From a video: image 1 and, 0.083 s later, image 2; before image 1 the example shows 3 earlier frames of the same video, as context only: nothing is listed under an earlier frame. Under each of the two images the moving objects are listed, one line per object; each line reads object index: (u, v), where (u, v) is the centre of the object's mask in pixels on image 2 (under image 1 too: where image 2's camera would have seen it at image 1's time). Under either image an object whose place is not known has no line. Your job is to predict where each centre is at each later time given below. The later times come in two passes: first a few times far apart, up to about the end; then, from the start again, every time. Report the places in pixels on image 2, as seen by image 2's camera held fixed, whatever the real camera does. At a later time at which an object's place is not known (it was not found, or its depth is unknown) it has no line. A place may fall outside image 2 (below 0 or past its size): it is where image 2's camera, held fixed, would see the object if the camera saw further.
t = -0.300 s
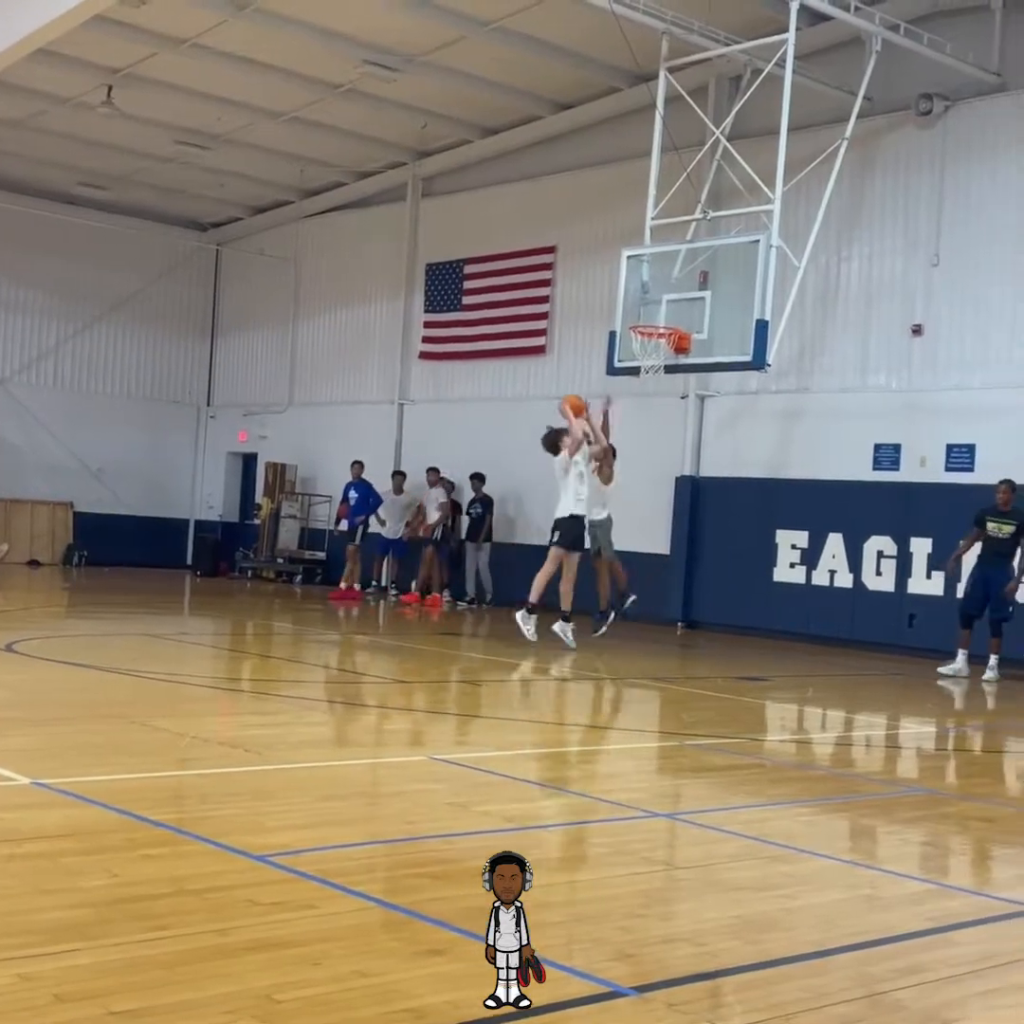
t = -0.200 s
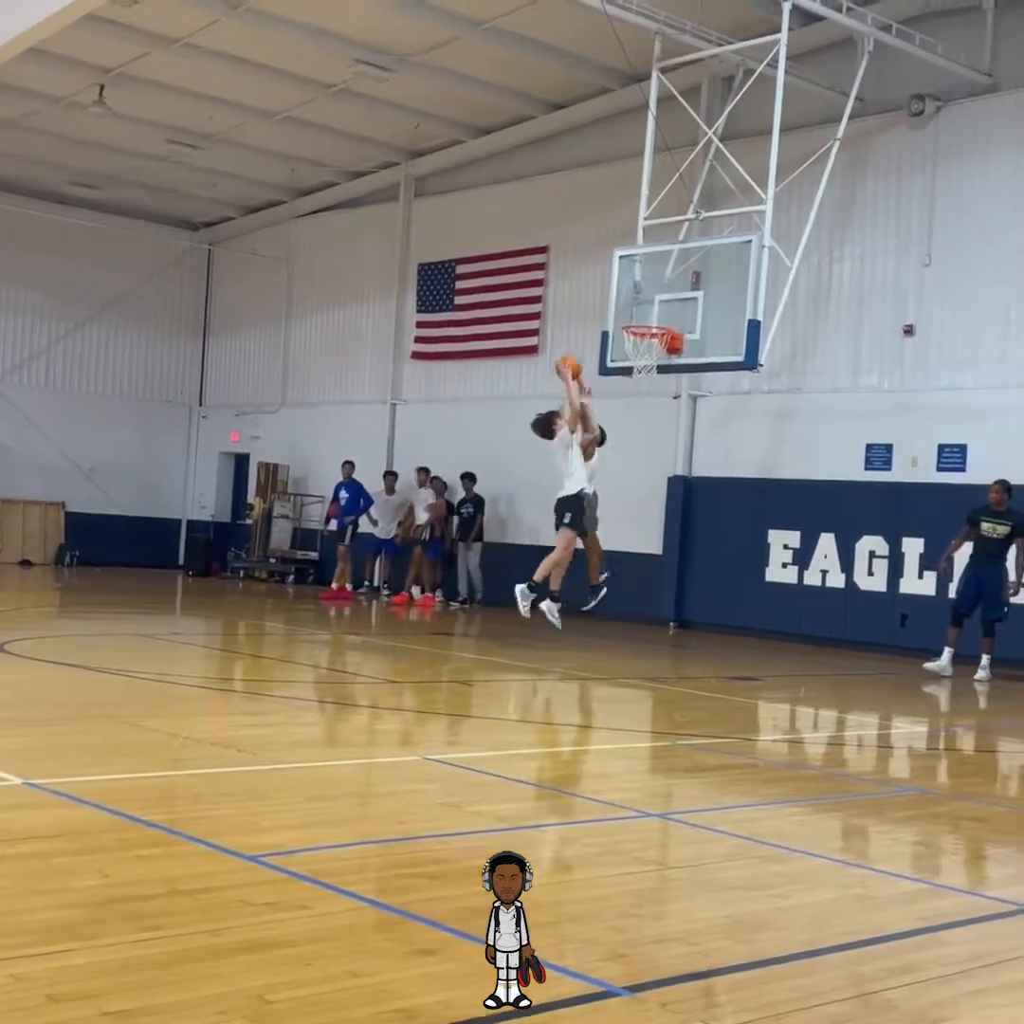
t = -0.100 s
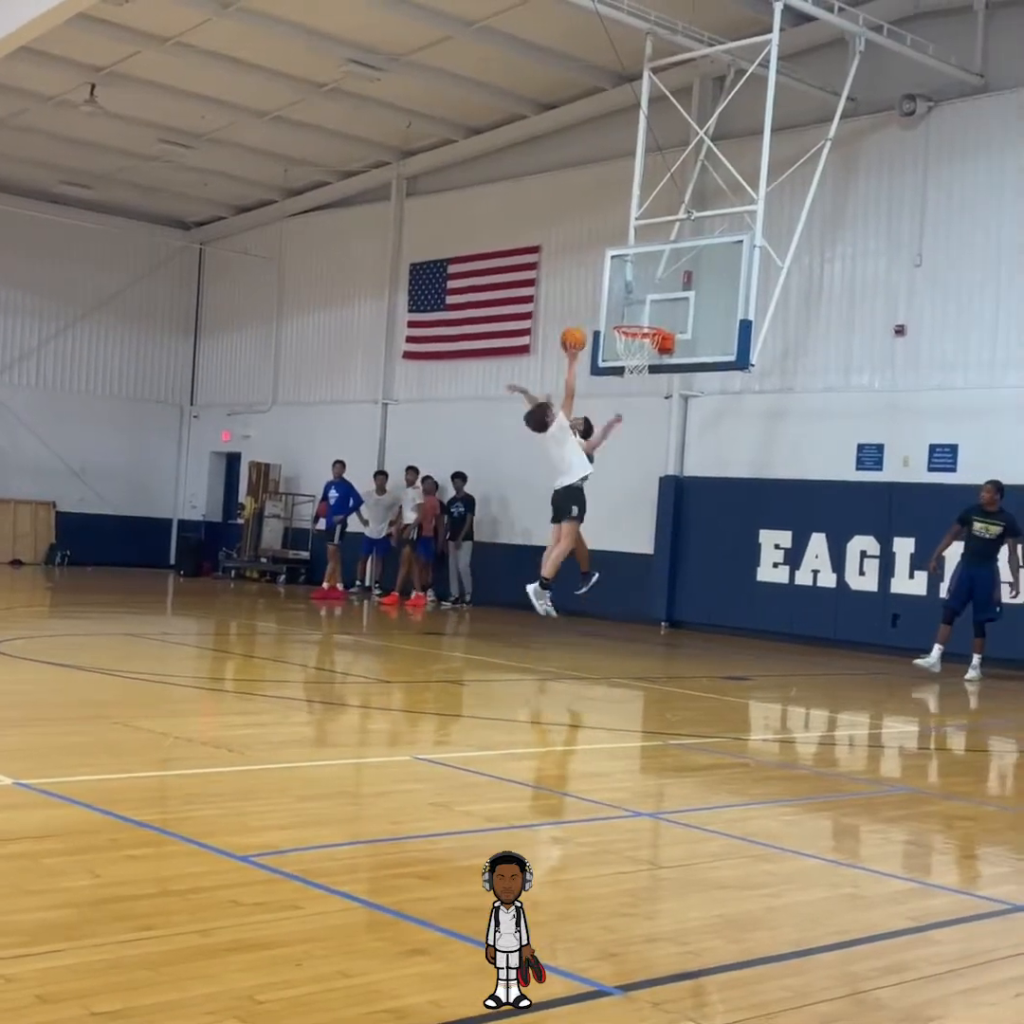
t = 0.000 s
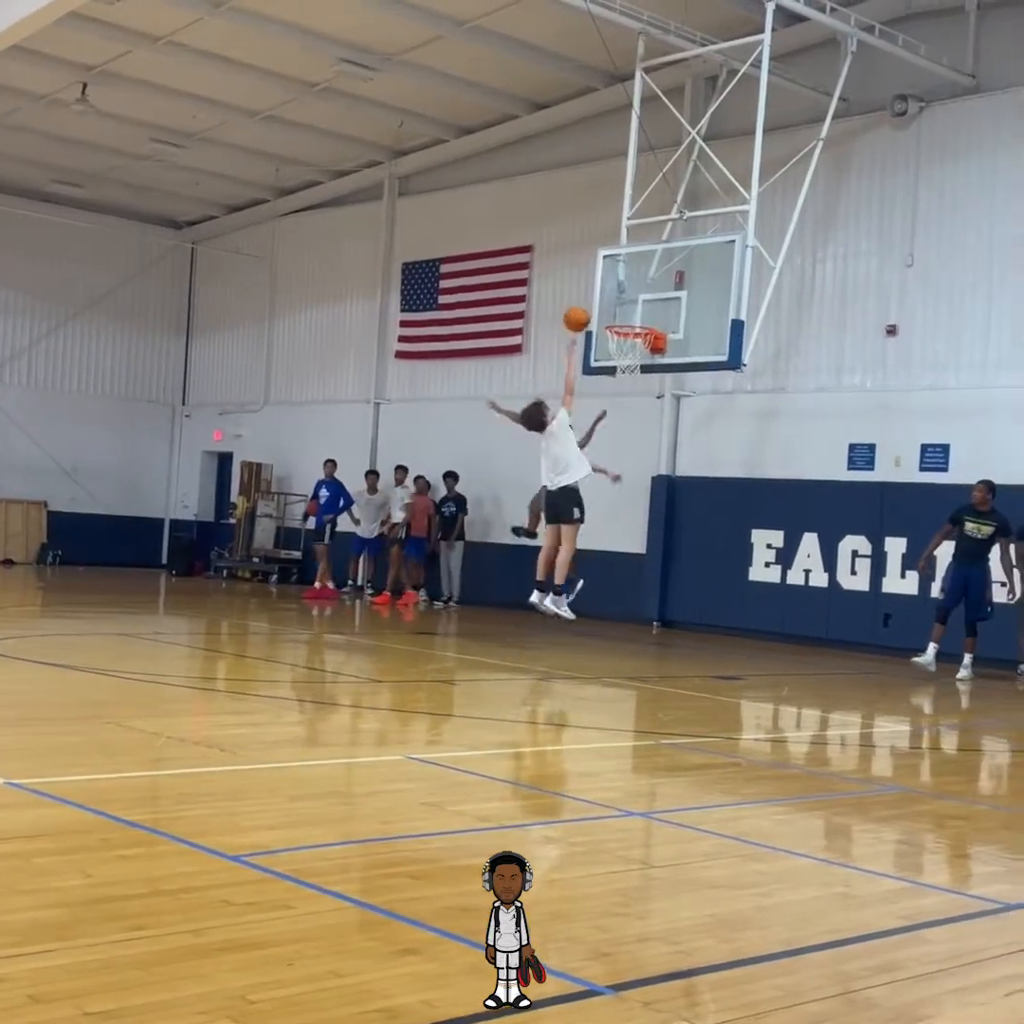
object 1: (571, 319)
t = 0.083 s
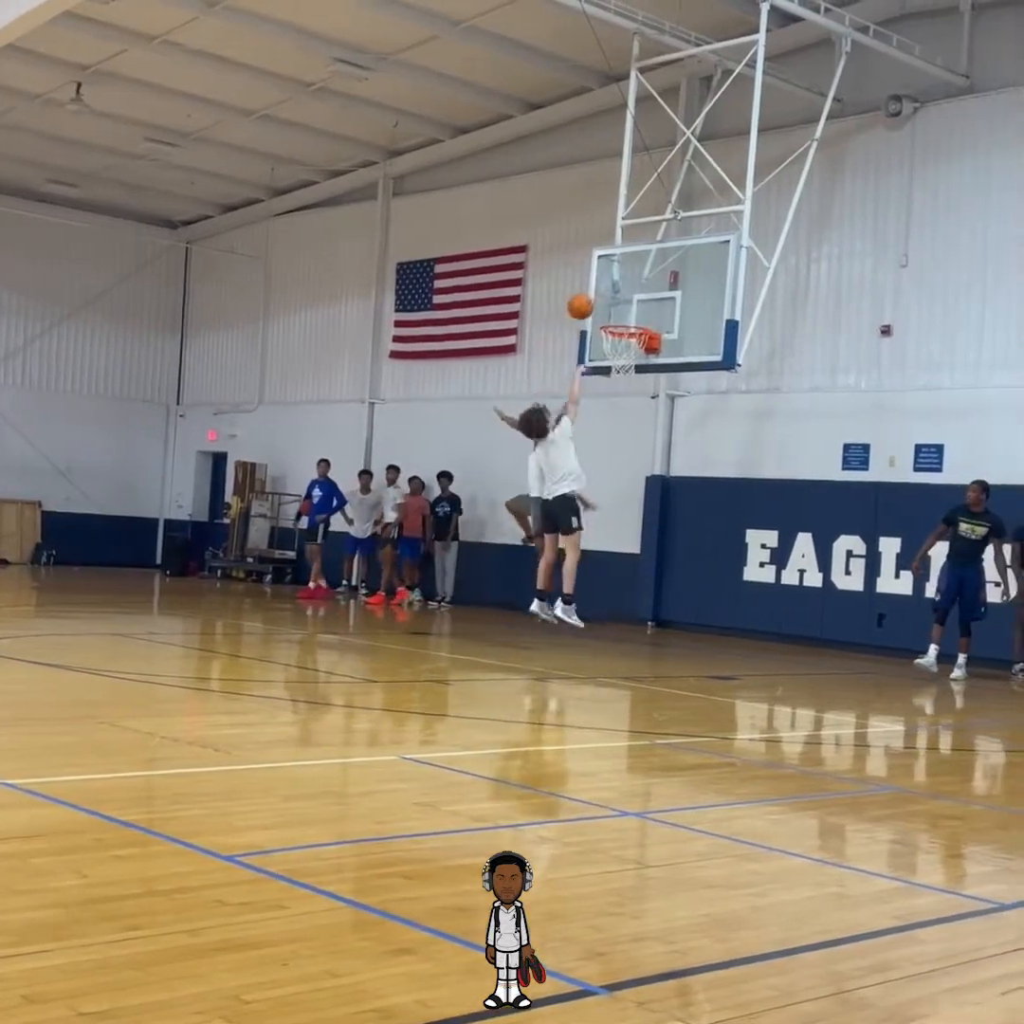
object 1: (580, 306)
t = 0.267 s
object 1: (597, 304)
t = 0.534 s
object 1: (619, 311)
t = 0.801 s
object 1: (635, 324)
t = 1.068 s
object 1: (617, 359)
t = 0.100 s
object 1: (581, 305)
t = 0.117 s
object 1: (583, 304)
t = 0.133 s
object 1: (586, 302)
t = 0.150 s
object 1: (586, 302)
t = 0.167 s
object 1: (589, 301)
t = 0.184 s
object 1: (590, 301)
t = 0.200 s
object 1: (591, 300)
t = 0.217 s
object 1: (593, 301)
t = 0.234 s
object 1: (596, 302)
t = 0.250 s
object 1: (596, 303)
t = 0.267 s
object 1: (597, 304)
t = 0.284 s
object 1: (598, 305)
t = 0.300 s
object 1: (601, 307)
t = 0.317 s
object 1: (603, 310)
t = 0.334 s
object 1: (604, 312)
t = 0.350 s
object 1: (605, 312)
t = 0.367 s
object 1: (605, 312)
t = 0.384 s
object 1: (607, 312)
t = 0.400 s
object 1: (609, 312)
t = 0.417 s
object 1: (610, 312)
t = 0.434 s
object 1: (611, 312)
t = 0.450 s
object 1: (611, 311)
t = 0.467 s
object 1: (614, 311)
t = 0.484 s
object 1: (616, 309)
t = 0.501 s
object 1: (617, 310)
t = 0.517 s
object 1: (618, 310)
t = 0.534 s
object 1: (619, 311)
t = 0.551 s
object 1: (621, 311)
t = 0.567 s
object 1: (622, 312)
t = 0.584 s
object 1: (624, 313)
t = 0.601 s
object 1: (625, 315)
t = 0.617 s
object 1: (627, 316)
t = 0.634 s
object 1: (628, 317)
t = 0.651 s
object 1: (630, 318)
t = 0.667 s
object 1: (631, 319)
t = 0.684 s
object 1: (632, 319)
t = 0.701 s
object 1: (634, 320)
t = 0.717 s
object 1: (635, 320)
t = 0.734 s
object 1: (635, 321)
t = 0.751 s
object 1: (635, 321)
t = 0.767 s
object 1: (636, 322)
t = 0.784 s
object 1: (635, 324)
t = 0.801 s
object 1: (635, 324)
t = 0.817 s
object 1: (636, 322)
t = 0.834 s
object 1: (635, 328)
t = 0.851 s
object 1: (635, 330)
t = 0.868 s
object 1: (635, 331)
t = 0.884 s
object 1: (633, 335)
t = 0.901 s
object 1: (632, 336)
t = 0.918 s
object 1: (631, 339)
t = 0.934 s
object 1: (630, 339)
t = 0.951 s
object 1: (628, 342)
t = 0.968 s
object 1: (626, 344)
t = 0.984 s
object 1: (625, 345)
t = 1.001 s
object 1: (625, 348)
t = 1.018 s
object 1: (624, 350)
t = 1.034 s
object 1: (621, 352)
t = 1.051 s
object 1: (620, 353)
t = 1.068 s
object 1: (617, 359)
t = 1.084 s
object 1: (617, 359)
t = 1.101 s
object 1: (616, 360)
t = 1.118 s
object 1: (616, 359)
